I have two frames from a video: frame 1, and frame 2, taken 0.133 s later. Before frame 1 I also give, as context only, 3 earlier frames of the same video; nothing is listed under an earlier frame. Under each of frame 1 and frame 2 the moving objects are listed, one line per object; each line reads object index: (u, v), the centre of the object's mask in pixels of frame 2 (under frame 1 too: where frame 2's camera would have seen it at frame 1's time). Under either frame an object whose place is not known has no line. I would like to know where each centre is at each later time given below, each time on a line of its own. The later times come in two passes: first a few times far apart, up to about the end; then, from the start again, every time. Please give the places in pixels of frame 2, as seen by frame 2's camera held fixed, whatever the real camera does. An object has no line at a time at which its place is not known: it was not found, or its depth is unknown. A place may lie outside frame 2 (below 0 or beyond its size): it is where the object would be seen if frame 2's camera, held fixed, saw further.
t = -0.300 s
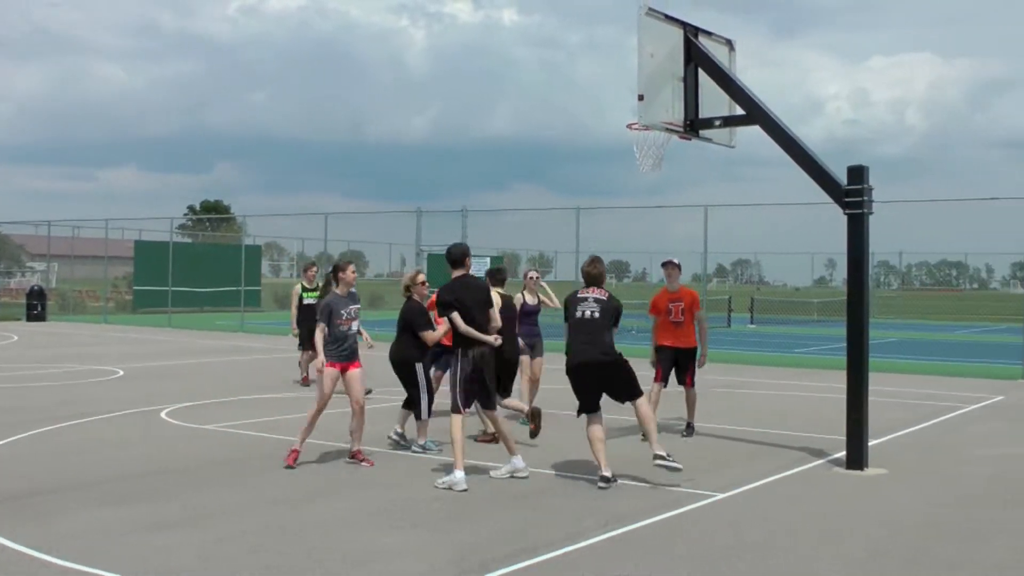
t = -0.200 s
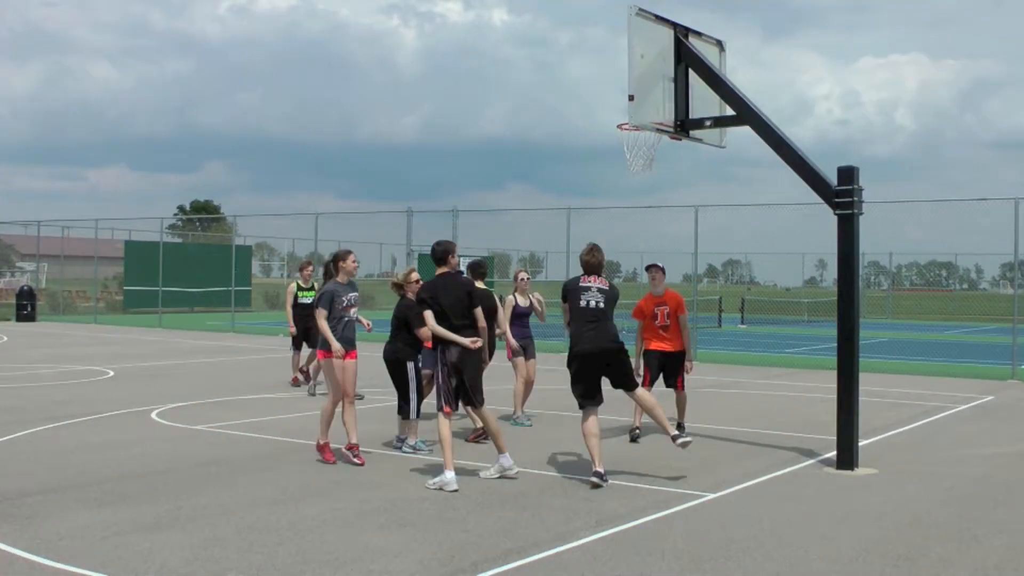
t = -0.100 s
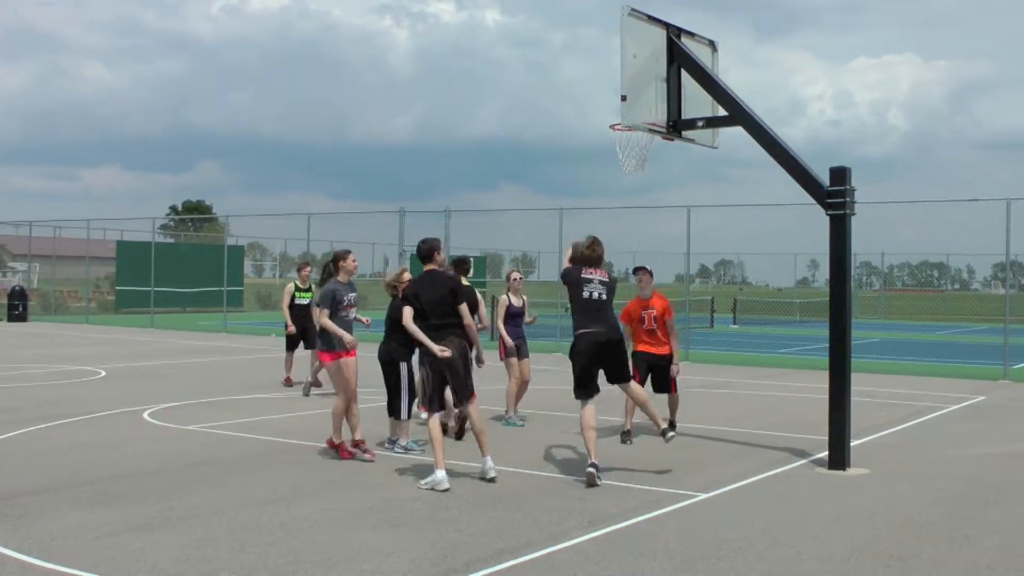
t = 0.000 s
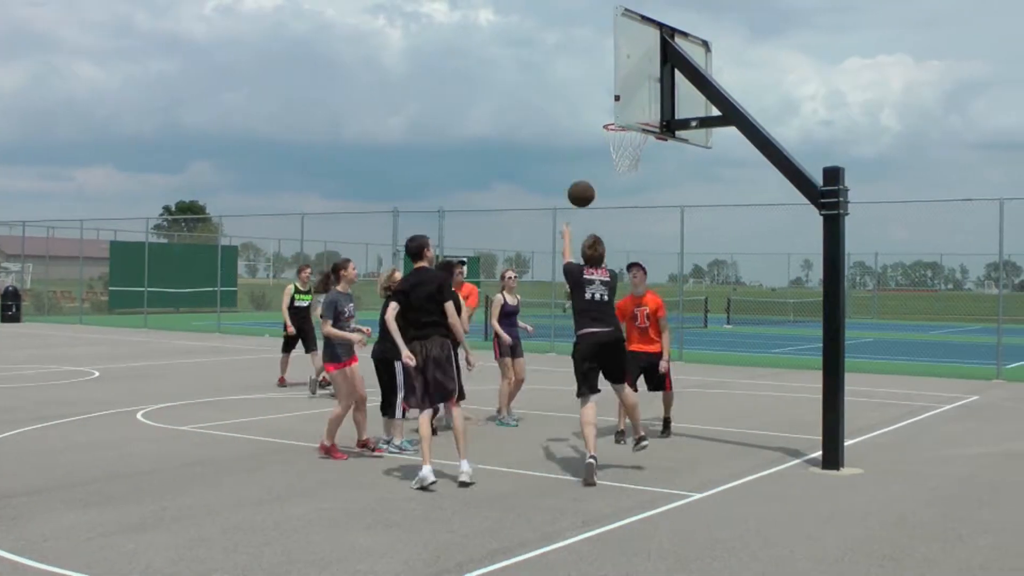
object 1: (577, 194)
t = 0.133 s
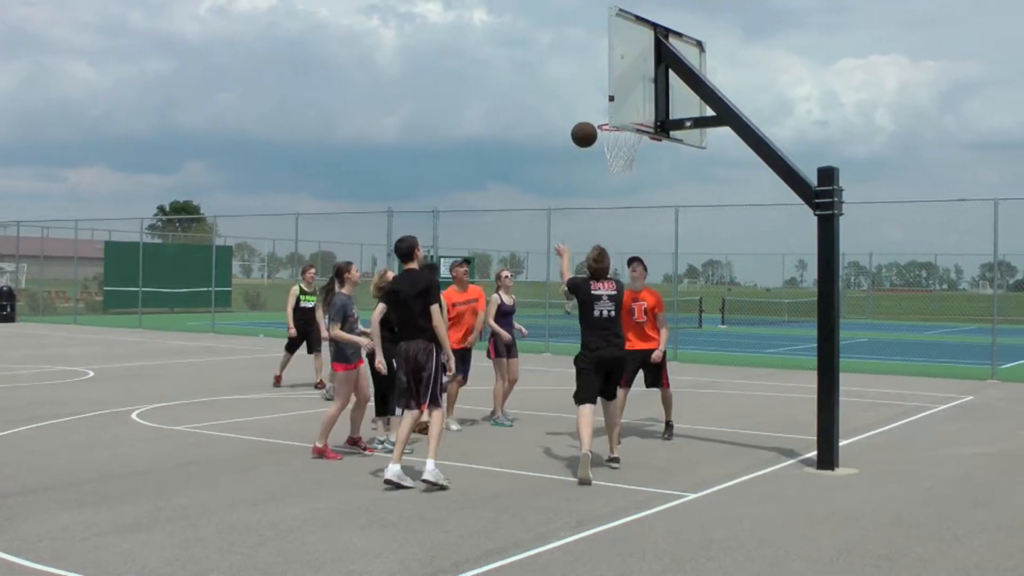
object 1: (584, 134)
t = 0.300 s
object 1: (595, 90)
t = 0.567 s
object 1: (614, 79)
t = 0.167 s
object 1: (586, 123)
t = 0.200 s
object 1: (588, 113)
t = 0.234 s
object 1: (591, 104)
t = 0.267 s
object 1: (593, 96)
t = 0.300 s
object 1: (595, 90)
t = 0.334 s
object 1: (597, 84)
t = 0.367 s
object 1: (598, 80)
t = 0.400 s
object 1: (599, 78)
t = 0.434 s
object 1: (600, 76)
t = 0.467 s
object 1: (604, 75)
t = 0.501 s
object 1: (607, 76)
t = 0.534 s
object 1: (607, 77)
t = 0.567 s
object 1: (614, 79)
